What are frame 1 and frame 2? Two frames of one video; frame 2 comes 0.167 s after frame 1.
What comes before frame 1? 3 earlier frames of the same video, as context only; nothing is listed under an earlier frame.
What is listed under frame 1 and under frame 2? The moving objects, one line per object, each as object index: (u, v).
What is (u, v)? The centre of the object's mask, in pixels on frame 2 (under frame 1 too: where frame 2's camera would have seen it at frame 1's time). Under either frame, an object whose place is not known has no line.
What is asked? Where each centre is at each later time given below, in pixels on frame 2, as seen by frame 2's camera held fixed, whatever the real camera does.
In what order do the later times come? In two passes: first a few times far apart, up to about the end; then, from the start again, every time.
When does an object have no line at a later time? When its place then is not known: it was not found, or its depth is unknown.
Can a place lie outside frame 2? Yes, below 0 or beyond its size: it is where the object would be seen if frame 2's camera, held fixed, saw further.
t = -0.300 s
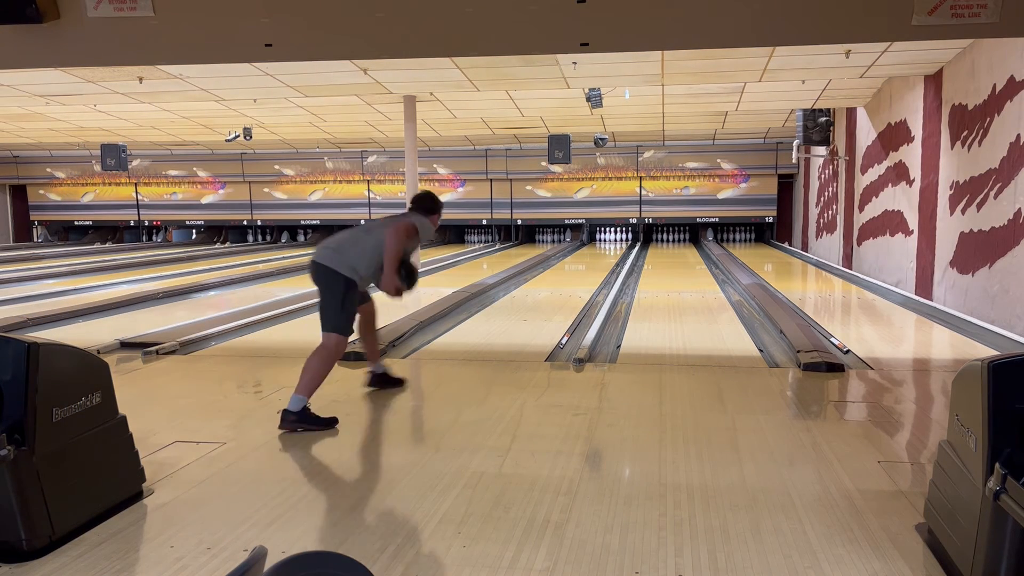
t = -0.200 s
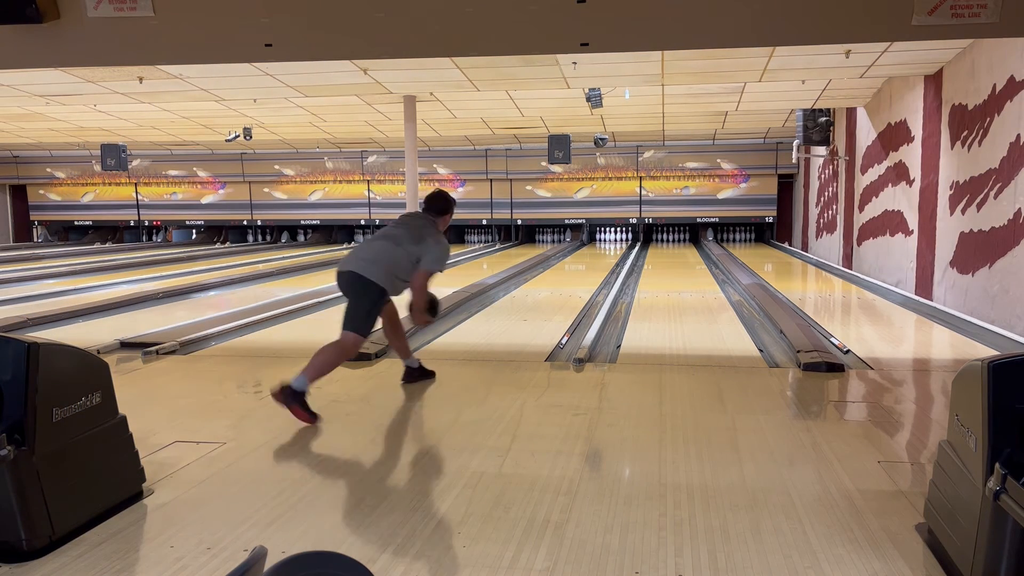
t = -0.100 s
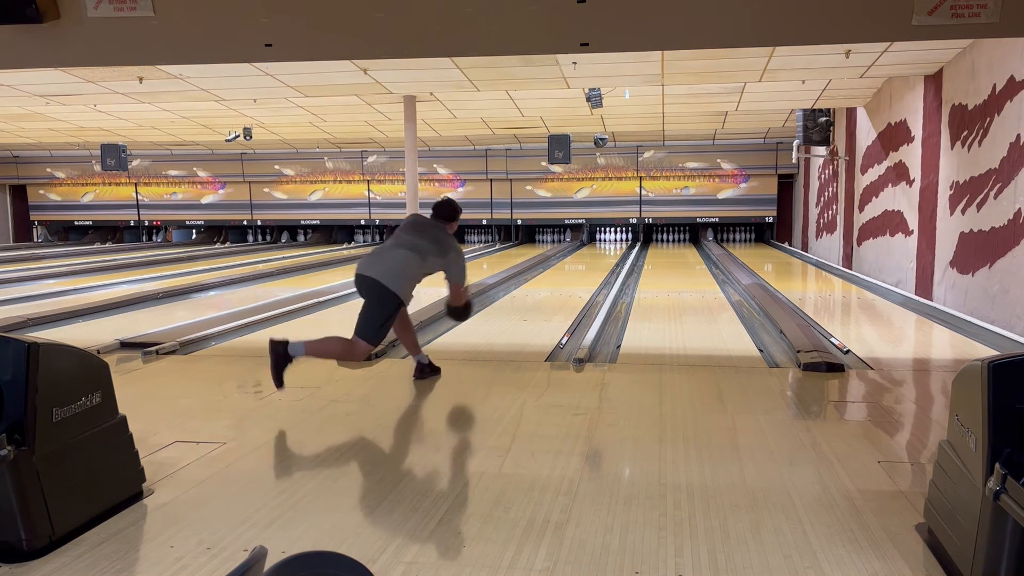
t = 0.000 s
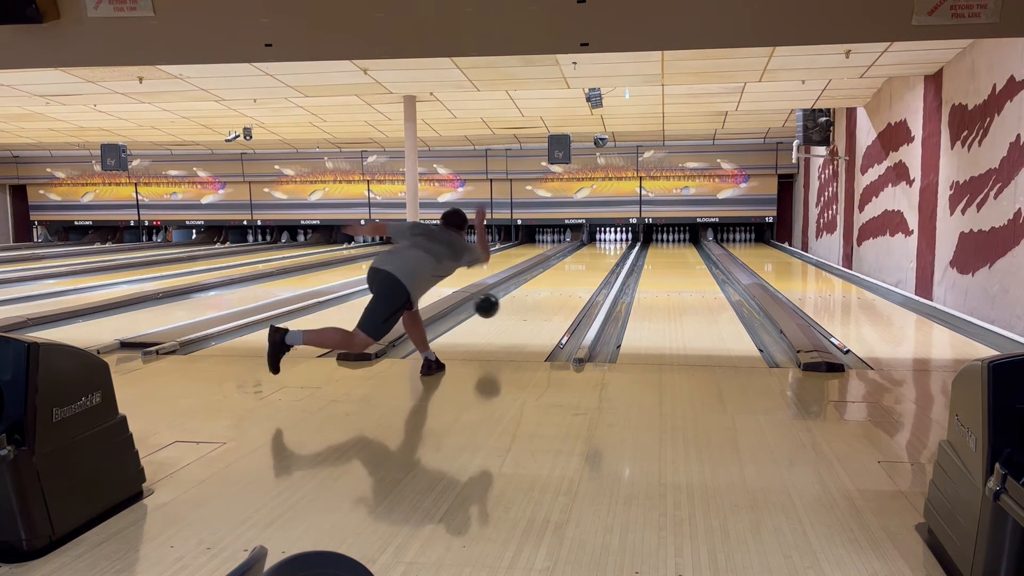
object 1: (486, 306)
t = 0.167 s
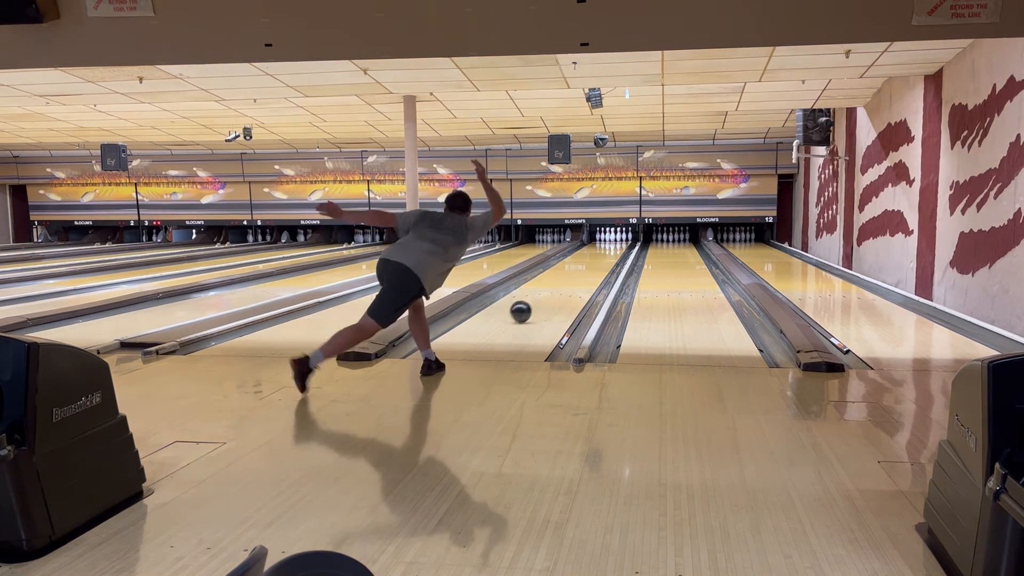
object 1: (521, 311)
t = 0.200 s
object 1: (526, 308)
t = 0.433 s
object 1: (556, 289)
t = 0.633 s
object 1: (574, 278)
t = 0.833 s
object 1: (587, 269)
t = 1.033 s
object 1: (596, 262)
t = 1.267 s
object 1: (605, 255)
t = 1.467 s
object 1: (610, 250)
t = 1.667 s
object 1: (614, 246)
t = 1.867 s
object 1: (616, 244)
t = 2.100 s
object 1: (616, 240)
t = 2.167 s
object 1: (616, 240)
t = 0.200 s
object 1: (526, 308)
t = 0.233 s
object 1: (531, 305)
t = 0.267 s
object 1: (536, 302)
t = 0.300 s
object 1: (541, 300)
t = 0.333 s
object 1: (545, 297)
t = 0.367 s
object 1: (549, 294)
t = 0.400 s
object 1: (553, 292)
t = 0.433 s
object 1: (556, 289)
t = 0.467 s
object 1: (559, 287)
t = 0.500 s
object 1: (563, 285)
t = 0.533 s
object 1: (565, 283)
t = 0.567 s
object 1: (568, 281)
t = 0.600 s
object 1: (571, 280)
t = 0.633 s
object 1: (574, 278)
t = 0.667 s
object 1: (576, 276)
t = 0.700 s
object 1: (578, 275)
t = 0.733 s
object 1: (581, 273)
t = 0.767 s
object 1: (583, 272)
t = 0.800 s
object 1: (585, 270)
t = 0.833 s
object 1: (587, 269)
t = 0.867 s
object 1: (588, 268)
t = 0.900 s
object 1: (590, 266)
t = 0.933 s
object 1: (592, 265)
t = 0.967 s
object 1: (593, 264)
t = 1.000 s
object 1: (595, 263)
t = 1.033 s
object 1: (596, 262)
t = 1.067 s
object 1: (598, 261)
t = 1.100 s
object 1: (599, 260)
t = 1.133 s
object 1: (601, 259)
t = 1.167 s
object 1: (602, 258)
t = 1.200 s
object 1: (603, 257)
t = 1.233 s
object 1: (604, 256)
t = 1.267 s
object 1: (605, 255)
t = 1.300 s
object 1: (606, 254)
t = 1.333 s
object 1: (607, 253)
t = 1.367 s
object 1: (608, 252)
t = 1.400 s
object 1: (609, 252)
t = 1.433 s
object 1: (610, 251)
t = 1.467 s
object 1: (610, 250)
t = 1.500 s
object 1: (611, 249)
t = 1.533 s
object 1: (612, 249)
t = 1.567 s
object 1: (612, 248)
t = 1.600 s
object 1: (613, 248)
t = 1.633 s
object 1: (613, 247)
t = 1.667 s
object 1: (614, 246)
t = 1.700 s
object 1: (614, 246)
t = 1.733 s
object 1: (615, 245)
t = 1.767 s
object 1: (615, 245)
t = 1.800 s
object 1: (615, 245)
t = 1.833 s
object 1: (616, 244)
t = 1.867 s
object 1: (616, 244)
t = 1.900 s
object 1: (616, 243)
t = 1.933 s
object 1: (616, 243)
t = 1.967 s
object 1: (616, 242)
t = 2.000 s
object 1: (616, 242)
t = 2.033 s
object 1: (616, 241)
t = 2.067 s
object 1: (616, 241)
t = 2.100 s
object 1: (616, 240)
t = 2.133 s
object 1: (616, 240)
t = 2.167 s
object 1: (616, 240)
